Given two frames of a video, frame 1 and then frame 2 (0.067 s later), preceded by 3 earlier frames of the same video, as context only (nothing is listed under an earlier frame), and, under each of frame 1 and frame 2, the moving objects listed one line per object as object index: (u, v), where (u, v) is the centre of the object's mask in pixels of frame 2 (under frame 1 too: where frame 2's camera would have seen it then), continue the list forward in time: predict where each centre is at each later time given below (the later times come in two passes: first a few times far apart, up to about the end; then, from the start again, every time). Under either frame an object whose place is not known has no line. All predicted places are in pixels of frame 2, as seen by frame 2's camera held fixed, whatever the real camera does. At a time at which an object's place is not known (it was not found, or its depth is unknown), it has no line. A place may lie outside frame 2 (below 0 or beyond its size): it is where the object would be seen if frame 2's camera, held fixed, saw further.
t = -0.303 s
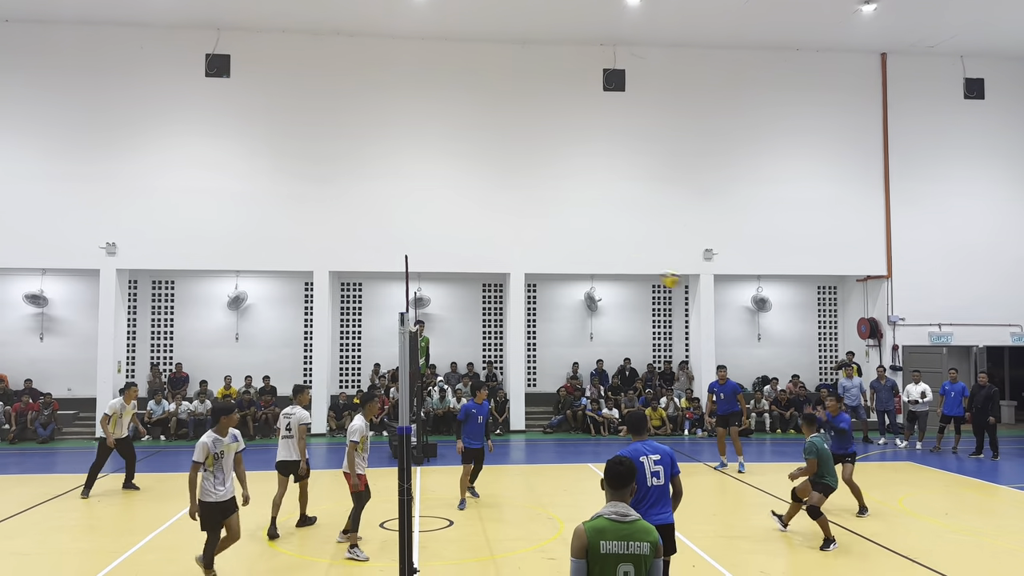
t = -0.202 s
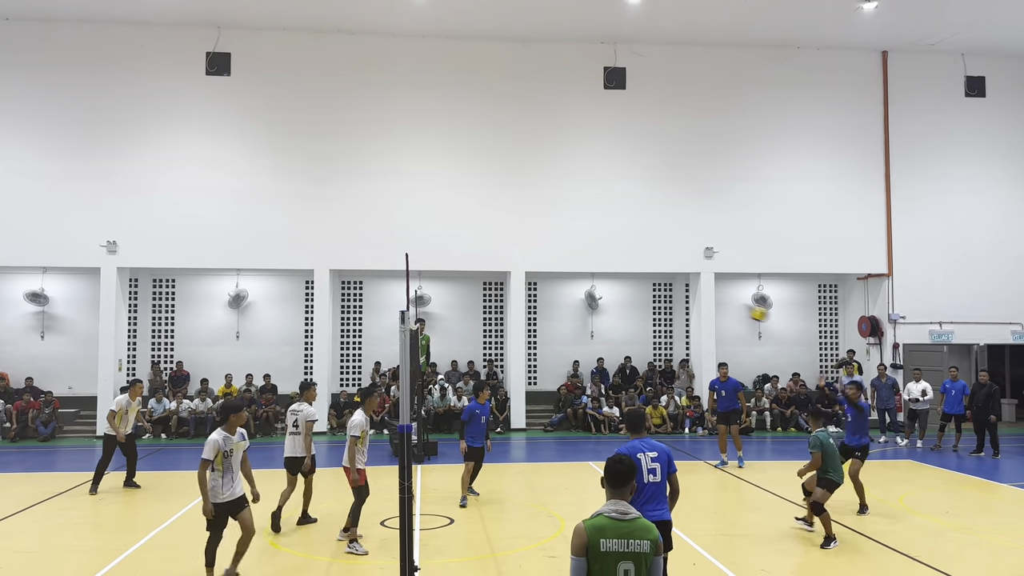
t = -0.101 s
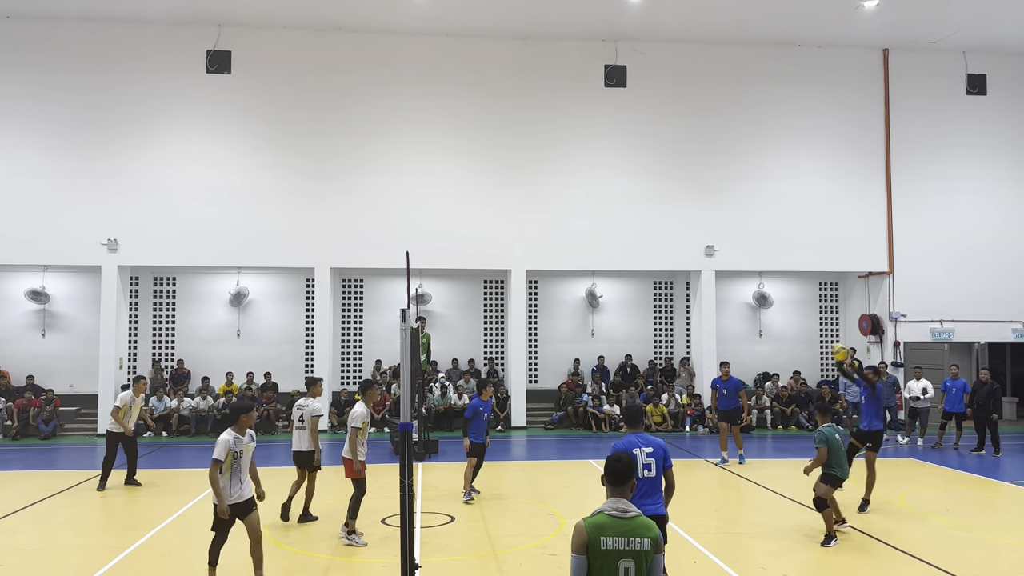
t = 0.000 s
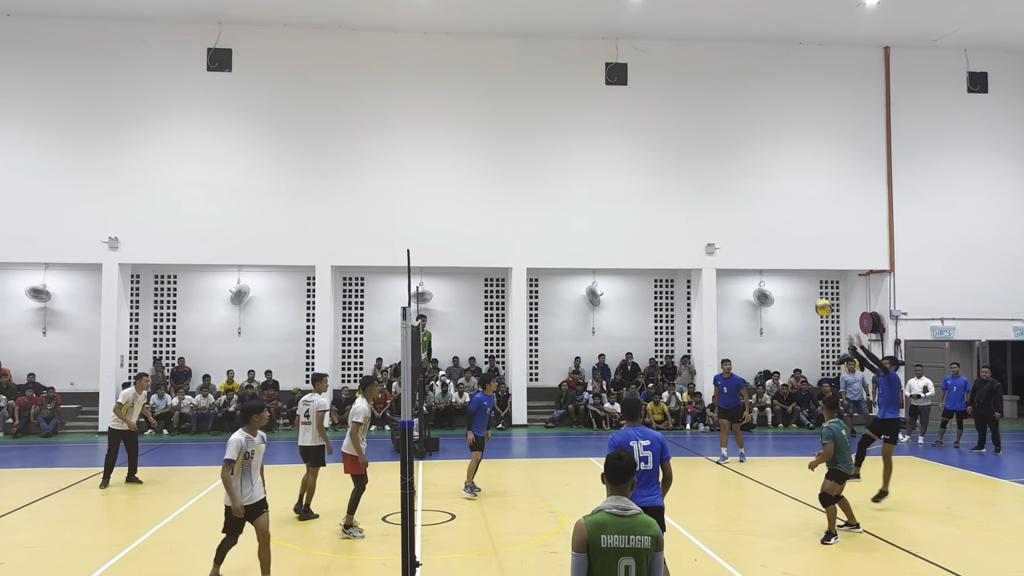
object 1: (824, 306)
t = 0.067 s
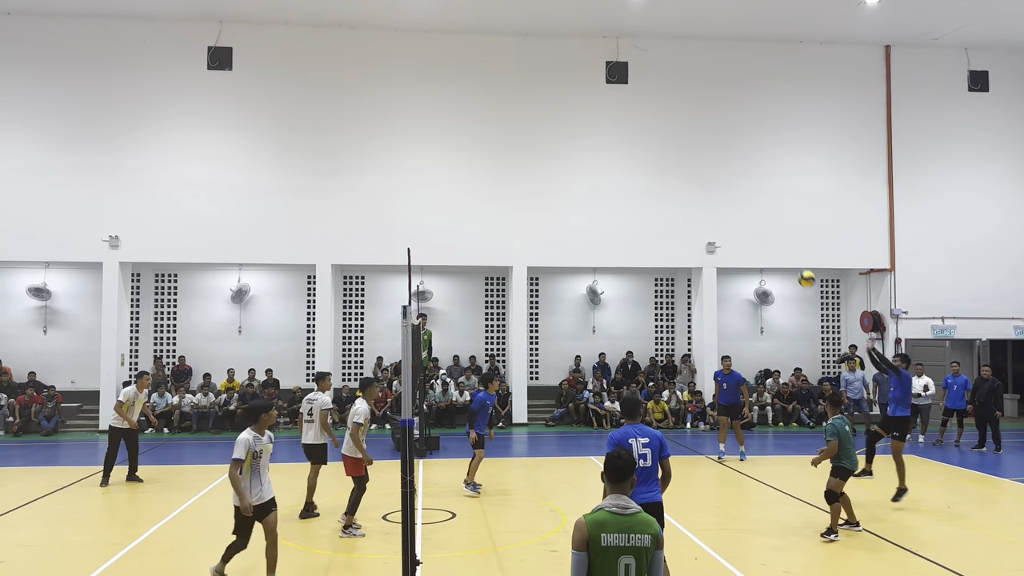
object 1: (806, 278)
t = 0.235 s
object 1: (764, 226)
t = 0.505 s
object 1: (701, 186)
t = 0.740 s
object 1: (648, 195)
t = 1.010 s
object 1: (591, 250)
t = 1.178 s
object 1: (557, 307)
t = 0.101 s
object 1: (798, 267)
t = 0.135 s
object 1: (789, 255)
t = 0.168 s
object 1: (781, 244)
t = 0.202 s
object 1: (772, 235)
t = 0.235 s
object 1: (764, 226)
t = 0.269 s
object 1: (756, 218)
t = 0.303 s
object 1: (748, 211)
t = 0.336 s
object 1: (740, 205)
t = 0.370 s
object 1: (732, 199)
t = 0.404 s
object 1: (725, 194)
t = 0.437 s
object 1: (717, 191)
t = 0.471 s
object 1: (709, 188)
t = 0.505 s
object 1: (701, 186)
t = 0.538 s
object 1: (693, 185)
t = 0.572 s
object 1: (686, 185)
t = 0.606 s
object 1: (678, 185)
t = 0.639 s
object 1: (670, 186)
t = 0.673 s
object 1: (663, 188)
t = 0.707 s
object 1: (655, 191)
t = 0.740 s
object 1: (648, 195)
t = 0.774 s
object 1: (641, 199)
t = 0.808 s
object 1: (634, 204)
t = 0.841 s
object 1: (627, 209)
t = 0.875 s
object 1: (620, 216)
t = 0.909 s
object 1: (612, 223)
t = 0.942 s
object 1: (606, 231)
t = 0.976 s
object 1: (598, 240)
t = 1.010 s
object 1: (591, 250)
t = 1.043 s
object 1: (585, 260)
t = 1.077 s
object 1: (578, 270)
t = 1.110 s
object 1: (571, 282)
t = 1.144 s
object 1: (564, 294)
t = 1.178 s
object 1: (557, 307)
